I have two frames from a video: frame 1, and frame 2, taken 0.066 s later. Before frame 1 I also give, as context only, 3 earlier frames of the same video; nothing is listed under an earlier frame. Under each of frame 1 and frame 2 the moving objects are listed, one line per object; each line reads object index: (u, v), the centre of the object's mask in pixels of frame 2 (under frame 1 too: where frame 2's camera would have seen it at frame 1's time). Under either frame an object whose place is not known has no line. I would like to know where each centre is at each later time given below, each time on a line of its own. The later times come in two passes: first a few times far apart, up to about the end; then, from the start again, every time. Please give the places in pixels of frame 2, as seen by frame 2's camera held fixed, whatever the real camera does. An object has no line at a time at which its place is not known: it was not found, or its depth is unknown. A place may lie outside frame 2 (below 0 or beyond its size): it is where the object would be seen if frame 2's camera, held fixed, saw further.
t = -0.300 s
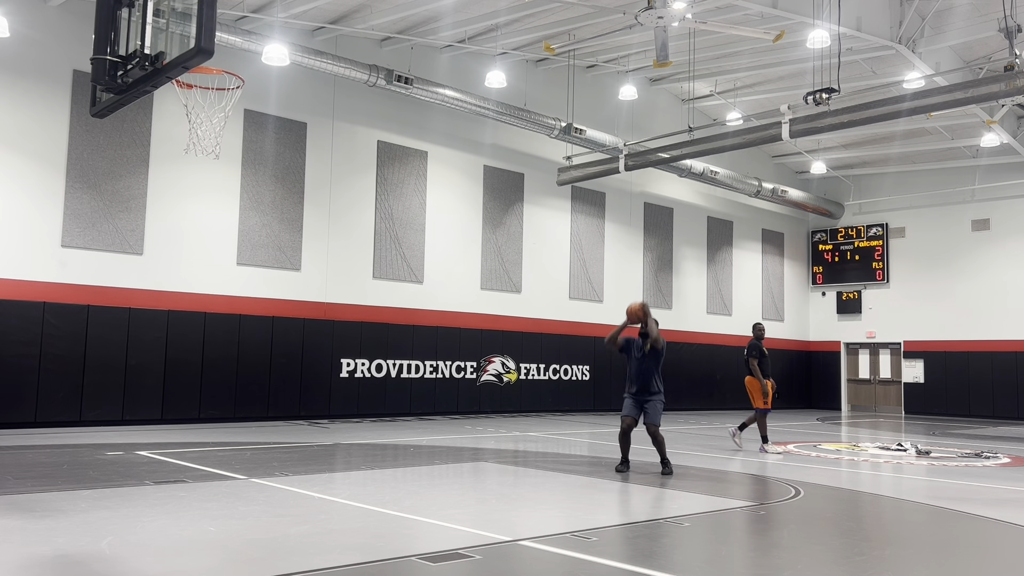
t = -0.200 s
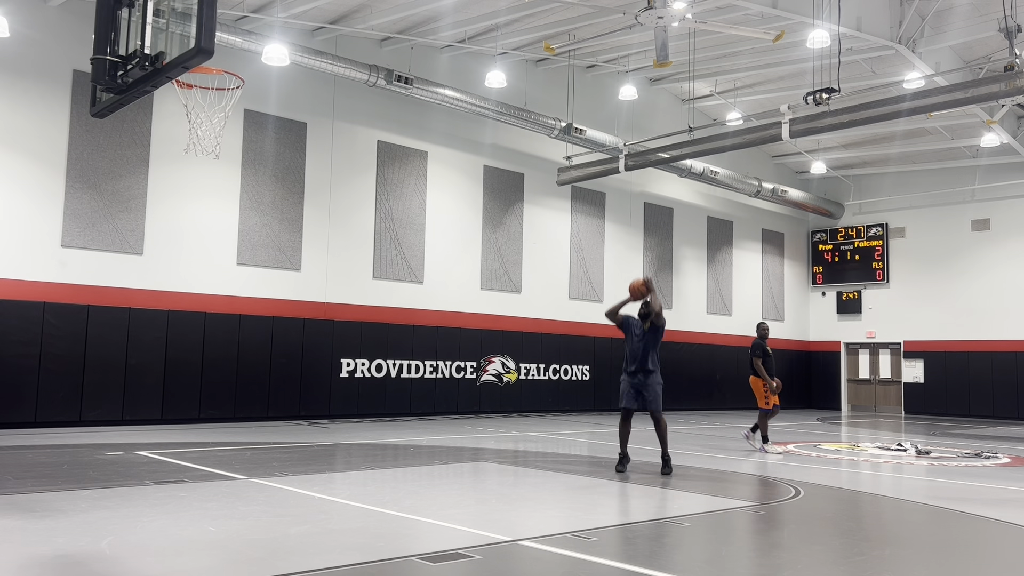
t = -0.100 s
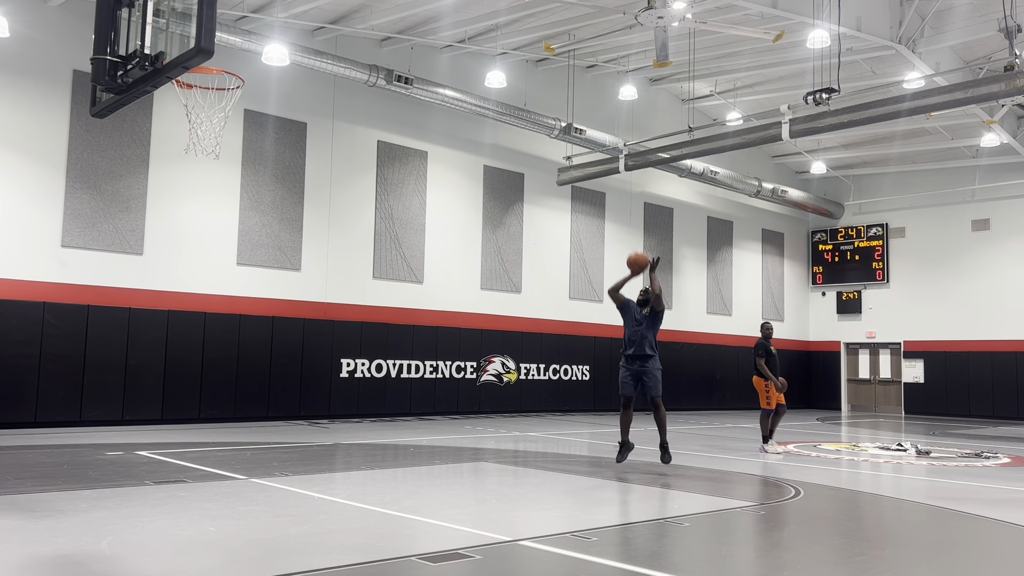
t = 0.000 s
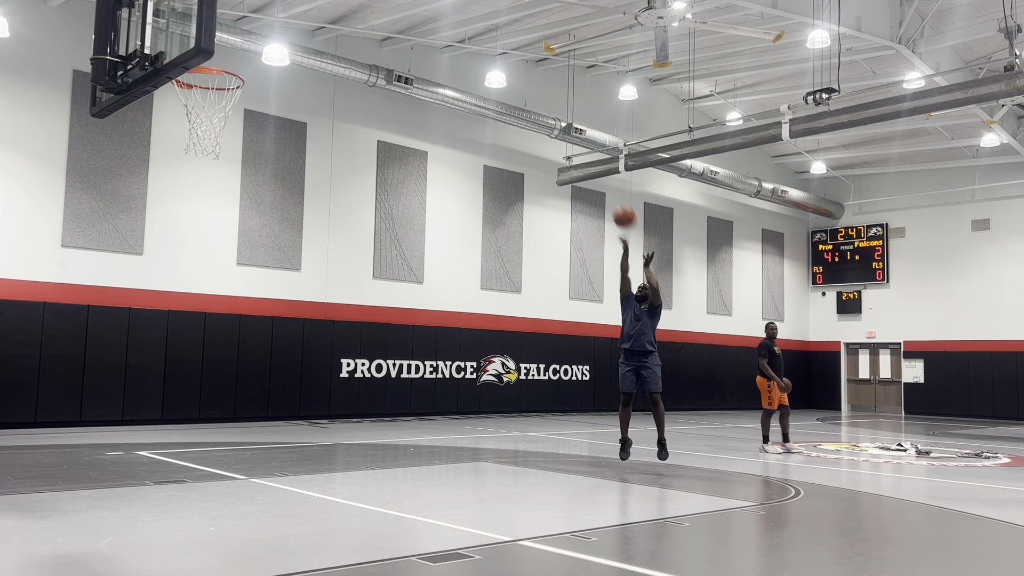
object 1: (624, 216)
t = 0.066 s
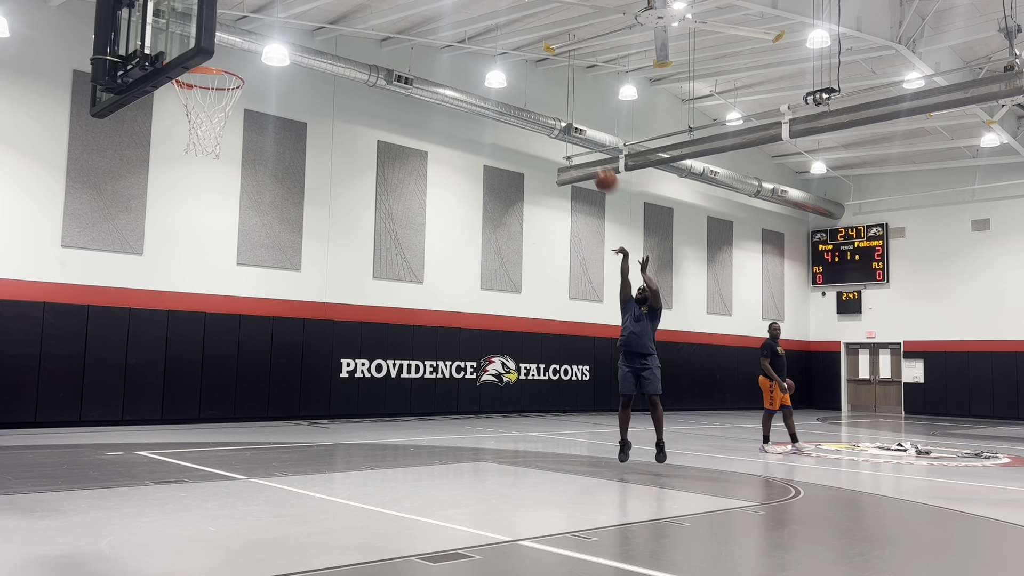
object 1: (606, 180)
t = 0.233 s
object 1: (556, 100)
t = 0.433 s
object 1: (490, 32)
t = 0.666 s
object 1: (398, 4)
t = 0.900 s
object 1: (286, 16)
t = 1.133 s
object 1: (204, 88)
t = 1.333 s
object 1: (241, 155)
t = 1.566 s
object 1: (268, 273)
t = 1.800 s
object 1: (286, 458)
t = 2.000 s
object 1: (314, 388)
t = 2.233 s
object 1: (344, 300)
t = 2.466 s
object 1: (368, 283)
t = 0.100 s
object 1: (597, 163)
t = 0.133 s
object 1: (587, 147)
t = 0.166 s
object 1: (577, 130)
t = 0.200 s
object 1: (566, 115)
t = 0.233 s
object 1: (556, 100)
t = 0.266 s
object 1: (545, 87)
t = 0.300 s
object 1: (535, 74)
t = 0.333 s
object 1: (525, 63)
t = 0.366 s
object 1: (514, 51)
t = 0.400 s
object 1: (502, 41)
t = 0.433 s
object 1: (490, 32)
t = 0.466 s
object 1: (478, 23)
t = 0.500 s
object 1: (465, 16)
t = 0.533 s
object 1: (453, 11)
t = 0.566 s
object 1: (439, 8)
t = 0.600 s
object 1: (426, 6)
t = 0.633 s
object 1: (412, 5)
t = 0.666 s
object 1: (398, 4)
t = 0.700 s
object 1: (383, 4)
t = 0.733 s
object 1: (369, 4)
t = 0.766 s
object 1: (354, 5)
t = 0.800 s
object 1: (338, 6)
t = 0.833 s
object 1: (321, 8)
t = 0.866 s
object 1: (304, 11)
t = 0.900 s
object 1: (286, 16)
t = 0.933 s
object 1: (266, 25)
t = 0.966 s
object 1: (248, 36)
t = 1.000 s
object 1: (229, 49)
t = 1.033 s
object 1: (218, 60)
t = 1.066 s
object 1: (195, 81)
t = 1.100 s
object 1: (198, 84)
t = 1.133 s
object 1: (204, 88)
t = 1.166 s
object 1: (211, 100)
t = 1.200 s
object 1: (219, 111)
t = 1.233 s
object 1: (227, 124)
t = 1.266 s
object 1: (232, 133)
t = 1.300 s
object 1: (236, 145)
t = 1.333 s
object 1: (241, 155)
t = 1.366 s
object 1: (245, 168)
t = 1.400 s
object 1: (249, 182)
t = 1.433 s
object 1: (253, 197)
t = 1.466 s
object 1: (256, 214)
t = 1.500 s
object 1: (260, 233)
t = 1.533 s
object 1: (264, 252)
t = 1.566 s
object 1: (268, 273)
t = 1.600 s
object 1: (271, 298)
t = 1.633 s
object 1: (274, 321)
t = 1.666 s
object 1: (277, 346)
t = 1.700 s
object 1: (280, 373)
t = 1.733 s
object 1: (282, 399)
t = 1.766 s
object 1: (284, 425)
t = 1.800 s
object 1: (286, 458)
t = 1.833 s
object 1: (289, 489)
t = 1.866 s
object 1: (294, 472)
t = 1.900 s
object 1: (299, 450)
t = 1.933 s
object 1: (305, 425)
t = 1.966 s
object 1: (310, 406)
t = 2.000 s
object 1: (314, 388)
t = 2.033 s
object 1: (319, 371)
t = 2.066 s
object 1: (323, 355)
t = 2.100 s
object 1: (328, 341)
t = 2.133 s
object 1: (332, 329)
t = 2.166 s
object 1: (336, 318)
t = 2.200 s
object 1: (340, 309)
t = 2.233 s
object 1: (344, 300)
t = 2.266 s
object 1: (348, 293)
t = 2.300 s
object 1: (351, 288)
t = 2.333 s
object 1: (355, 285)
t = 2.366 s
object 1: (358, 282)
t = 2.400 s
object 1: (362, 281)
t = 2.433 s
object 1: (365, 281)
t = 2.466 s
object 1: (368, 283)
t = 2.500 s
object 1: (371, 285)
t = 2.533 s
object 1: (374, 289)
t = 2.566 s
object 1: (377, 294)
